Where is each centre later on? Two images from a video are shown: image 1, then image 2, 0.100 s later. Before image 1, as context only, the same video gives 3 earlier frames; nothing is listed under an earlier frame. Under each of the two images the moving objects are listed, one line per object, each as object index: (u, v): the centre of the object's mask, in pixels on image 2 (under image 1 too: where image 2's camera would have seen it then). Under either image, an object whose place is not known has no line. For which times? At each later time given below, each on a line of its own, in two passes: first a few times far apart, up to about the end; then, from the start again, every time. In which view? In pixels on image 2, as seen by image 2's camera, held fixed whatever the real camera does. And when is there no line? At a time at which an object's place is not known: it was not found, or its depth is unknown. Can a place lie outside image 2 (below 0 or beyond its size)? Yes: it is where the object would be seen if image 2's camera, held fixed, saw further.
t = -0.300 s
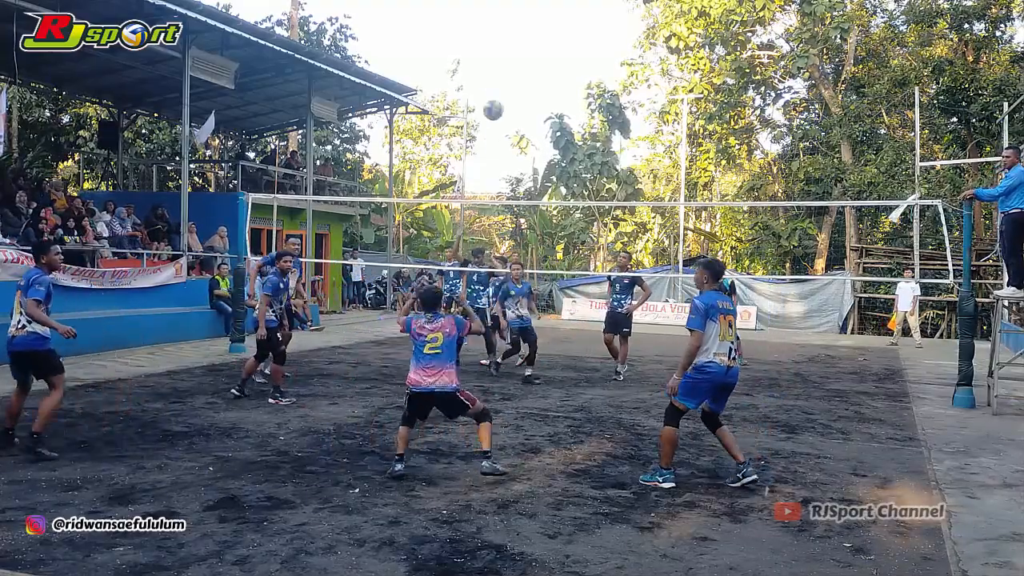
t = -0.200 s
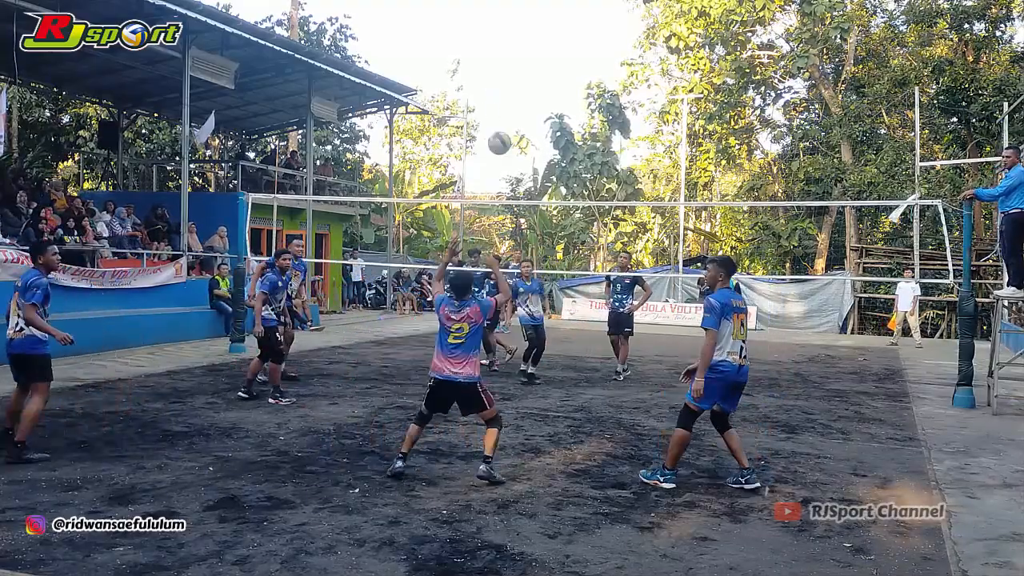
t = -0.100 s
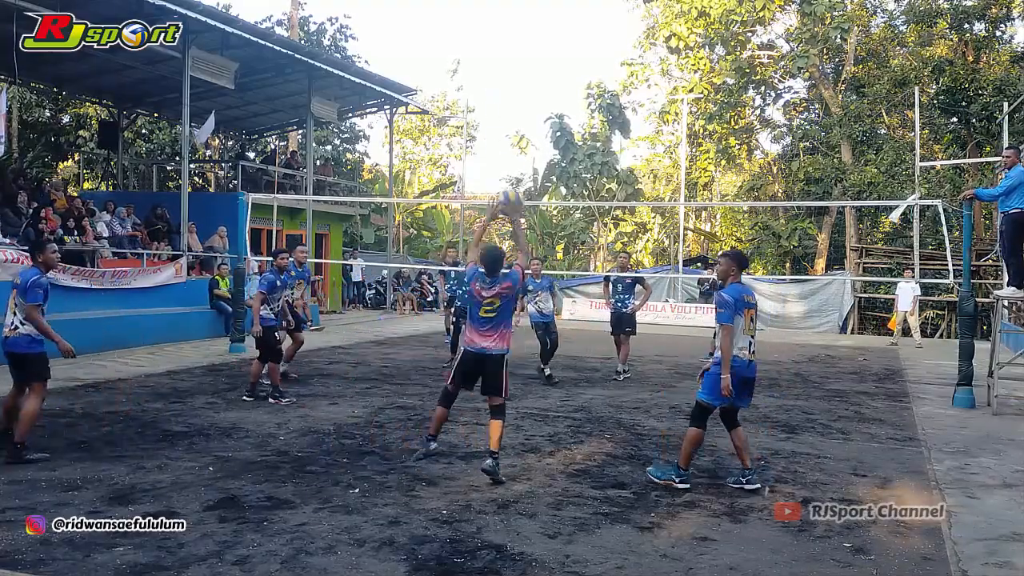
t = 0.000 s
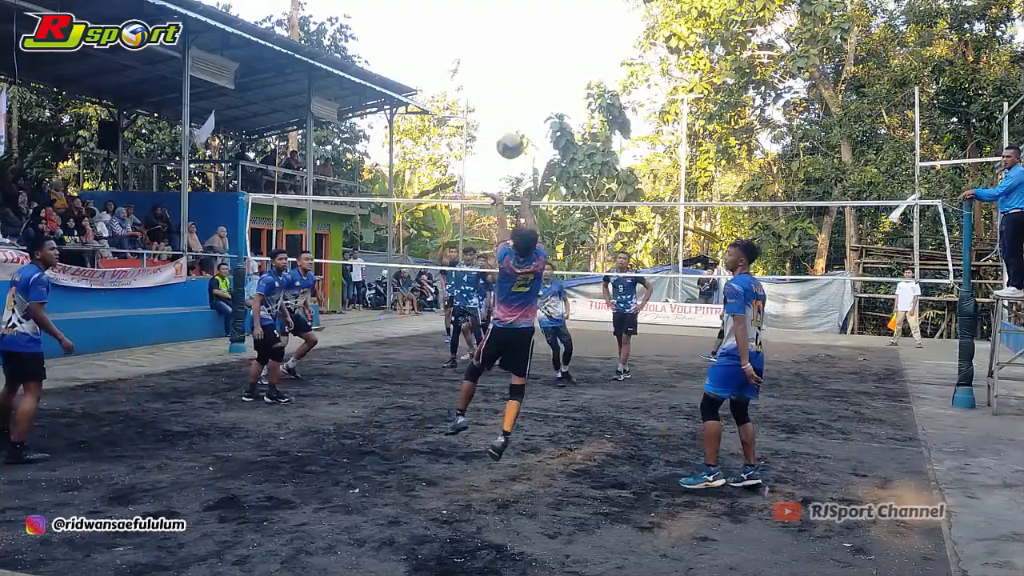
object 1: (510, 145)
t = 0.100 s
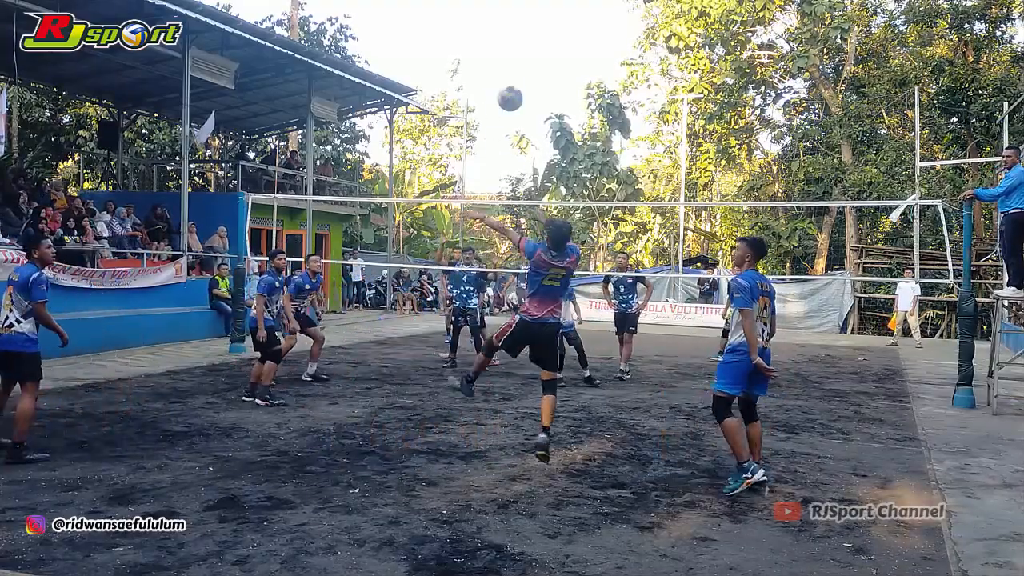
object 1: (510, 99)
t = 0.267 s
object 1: (508, 50)
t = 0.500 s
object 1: (504, 41)
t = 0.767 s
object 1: (497, 95)
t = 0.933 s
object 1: (493, 155)
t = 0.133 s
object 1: (510, 86)
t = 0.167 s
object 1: (510, 75)
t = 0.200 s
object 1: (509, 65)
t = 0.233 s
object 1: (509, 57)
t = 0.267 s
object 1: (508, 50)
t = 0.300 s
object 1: (508, 46)
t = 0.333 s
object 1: (507, 42)
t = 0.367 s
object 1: (507, 39)
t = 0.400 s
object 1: (506, 38)
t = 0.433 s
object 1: (505, 38)
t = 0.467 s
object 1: (505, 39)
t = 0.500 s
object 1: (504, 41)
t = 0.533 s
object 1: (503, 44)
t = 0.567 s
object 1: (502, 49)
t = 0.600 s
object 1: (502, 54)
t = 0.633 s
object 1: (500, 60)
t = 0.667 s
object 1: (500, 67)
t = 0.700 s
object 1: (499, 76)
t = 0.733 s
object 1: (498, 85)
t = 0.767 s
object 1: (497, 95)
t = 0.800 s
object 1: (496, 105)
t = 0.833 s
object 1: (495, 117)
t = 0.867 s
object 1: (494, 129)
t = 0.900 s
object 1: (493, 141)
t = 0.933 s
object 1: (493, 155)
